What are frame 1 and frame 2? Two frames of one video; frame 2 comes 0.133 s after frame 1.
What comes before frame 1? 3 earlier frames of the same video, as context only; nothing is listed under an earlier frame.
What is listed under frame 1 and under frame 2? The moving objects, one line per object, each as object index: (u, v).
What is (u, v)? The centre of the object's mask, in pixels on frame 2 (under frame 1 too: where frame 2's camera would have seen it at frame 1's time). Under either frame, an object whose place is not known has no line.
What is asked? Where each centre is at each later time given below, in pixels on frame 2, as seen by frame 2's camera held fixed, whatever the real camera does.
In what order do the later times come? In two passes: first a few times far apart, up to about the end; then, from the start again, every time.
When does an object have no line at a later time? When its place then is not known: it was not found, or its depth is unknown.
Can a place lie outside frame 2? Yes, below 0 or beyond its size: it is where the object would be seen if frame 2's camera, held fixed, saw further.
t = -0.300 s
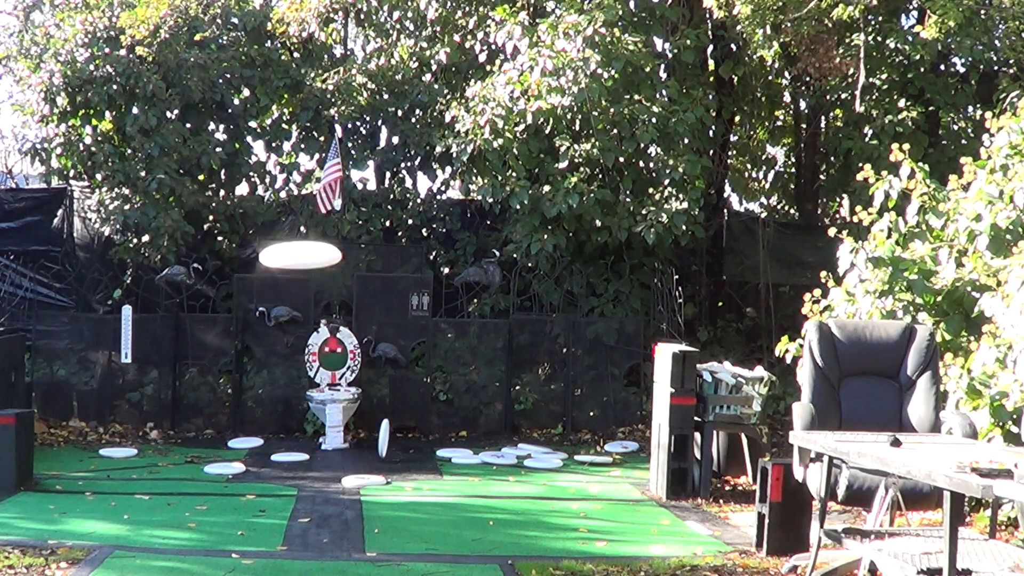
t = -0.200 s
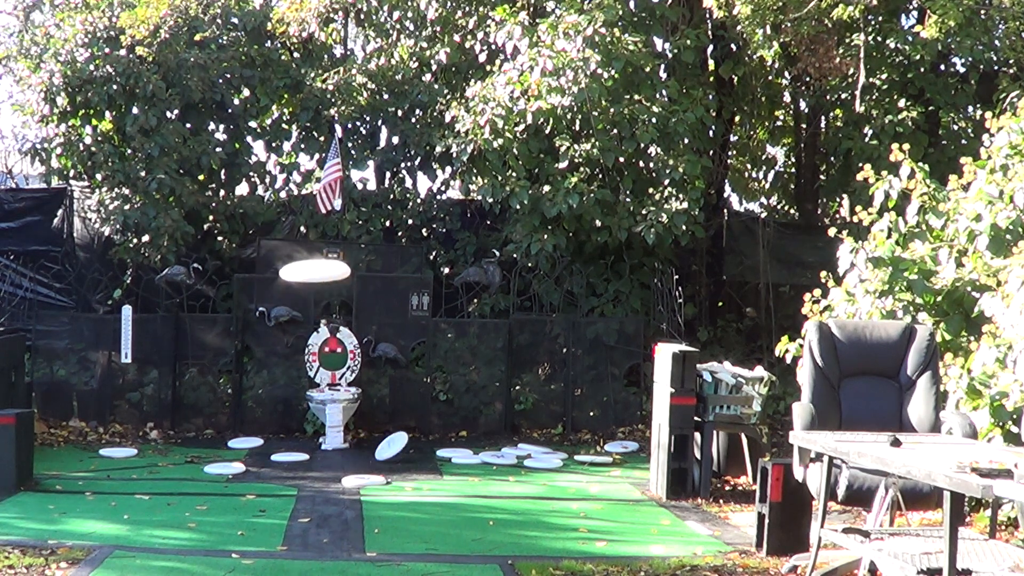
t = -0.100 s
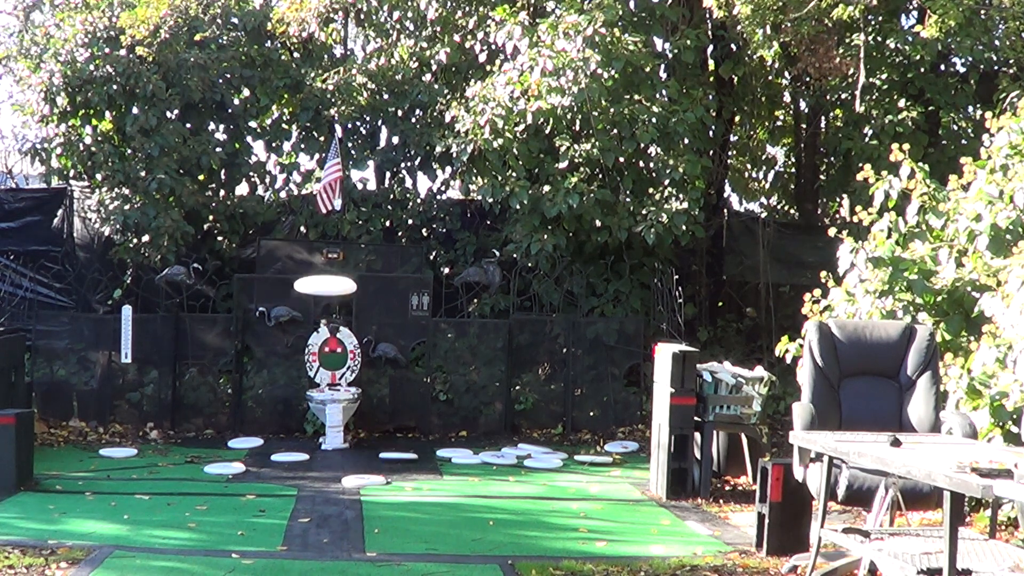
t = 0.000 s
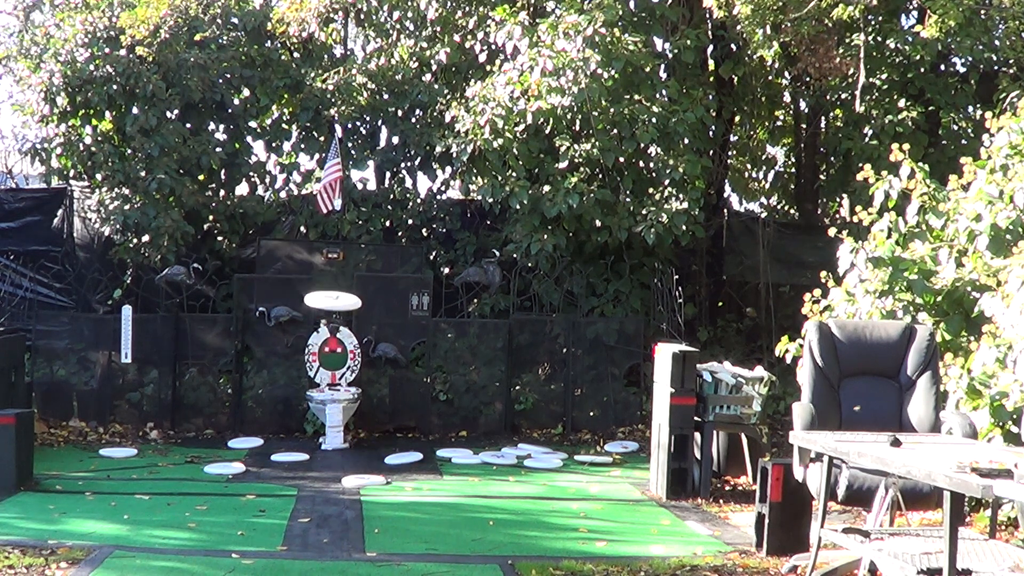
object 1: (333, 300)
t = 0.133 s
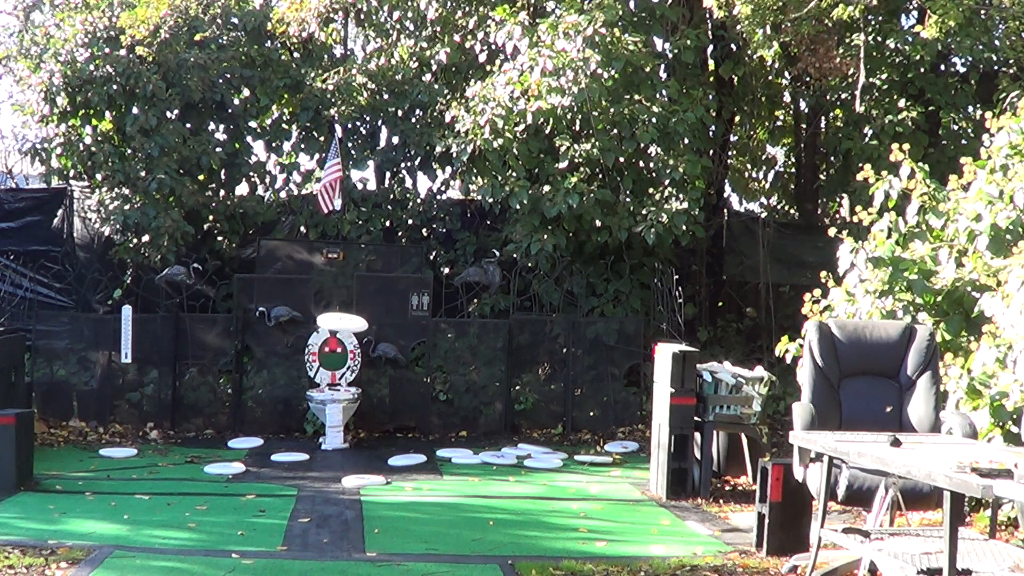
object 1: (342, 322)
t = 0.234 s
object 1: (350, 339)
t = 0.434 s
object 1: (368, 371)
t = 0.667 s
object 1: (399, 416)
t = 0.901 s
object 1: (416, 428)
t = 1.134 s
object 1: (422, 437)
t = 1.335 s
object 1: (424, 438)
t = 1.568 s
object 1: (424, 438)
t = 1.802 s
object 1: (424, 438)
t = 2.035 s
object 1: (424, 438)
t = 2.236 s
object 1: (424, 438)
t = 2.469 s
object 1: (424, 438)
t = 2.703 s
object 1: (424, 438)
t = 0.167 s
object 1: (344, 328)
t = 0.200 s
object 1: (347, 333)
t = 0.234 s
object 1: (350, 339)
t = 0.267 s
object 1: (353, 344)
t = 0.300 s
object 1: (356, 349)
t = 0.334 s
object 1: (358, 354)
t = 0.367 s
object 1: (361, 360)
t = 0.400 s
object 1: (364, 365)
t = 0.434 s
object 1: (368, 371)
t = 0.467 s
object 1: (372, 377)
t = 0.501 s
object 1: (376, 383)
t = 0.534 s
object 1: (380, 389)
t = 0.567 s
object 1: (385, 396)
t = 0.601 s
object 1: (389, 403)
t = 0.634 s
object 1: (394, 409)
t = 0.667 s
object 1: (399, 416)
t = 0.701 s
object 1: (405, 424)
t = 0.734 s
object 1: (410, 431)
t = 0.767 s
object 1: (417, 435)
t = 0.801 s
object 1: (417, 432)
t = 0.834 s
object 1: (417, 430)
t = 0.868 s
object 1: (417, 428)
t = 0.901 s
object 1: (416, 428)
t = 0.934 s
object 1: (416, 428)
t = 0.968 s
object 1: (416, 430)
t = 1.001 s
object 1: (417, 432)
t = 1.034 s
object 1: (417, 434)
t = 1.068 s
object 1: (419, 437)
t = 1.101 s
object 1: (421, 437)
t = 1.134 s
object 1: (422, 437)
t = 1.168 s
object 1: (423, 438)
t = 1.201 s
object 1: (423, 438)
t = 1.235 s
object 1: (424, 438)
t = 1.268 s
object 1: (424, 438)
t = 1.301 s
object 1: (424, 438)
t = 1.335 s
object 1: (424, 438)
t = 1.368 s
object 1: (424, 438)
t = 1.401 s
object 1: (424, 438)
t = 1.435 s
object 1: (424, 438)
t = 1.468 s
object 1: (424, 438)
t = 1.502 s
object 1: (424, 438)
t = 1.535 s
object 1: (424, 438)
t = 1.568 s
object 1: (424, 438)
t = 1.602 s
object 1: (424, 438)
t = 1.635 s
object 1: (424, 438)
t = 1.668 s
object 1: (424, 438)
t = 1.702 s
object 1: (424, 438)
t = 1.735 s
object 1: (424, 438)
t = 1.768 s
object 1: (424, 438)
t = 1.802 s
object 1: (424, 438)
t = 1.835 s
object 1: (424, 438)
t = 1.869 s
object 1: (424, 438)
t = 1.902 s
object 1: (424, 438)
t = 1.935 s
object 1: (424, 438)
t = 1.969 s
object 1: (424, 438)
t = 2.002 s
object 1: (424, 438)
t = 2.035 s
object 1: (424, 438)
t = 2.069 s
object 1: (424, 438)
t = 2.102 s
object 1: (424, 438)
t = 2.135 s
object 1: (424, 438)
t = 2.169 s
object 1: (424, 438)
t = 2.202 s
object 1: (424, 438)
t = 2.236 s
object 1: (424, 438)
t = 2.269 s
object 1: (424, 438)
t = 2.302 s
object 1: (424, 438)
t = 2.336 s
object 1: (424, 438)
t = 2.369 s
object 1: (424, 438)
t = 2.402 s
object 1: (424, 438)
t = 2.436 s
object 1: (424, 438)
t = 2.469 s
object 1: (424, 438)
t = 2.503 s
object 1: (424, 438)
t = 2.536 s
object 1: (424, 438)
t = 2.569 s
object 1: (424, 438)
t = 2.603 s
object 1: (424, 438)
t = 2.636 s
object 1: (424, 438)
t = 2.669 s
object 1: (424, 438)
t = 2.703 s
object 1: (424, 438)
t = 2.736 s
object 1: (424, 438)
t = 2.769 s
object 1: (424, 438)
